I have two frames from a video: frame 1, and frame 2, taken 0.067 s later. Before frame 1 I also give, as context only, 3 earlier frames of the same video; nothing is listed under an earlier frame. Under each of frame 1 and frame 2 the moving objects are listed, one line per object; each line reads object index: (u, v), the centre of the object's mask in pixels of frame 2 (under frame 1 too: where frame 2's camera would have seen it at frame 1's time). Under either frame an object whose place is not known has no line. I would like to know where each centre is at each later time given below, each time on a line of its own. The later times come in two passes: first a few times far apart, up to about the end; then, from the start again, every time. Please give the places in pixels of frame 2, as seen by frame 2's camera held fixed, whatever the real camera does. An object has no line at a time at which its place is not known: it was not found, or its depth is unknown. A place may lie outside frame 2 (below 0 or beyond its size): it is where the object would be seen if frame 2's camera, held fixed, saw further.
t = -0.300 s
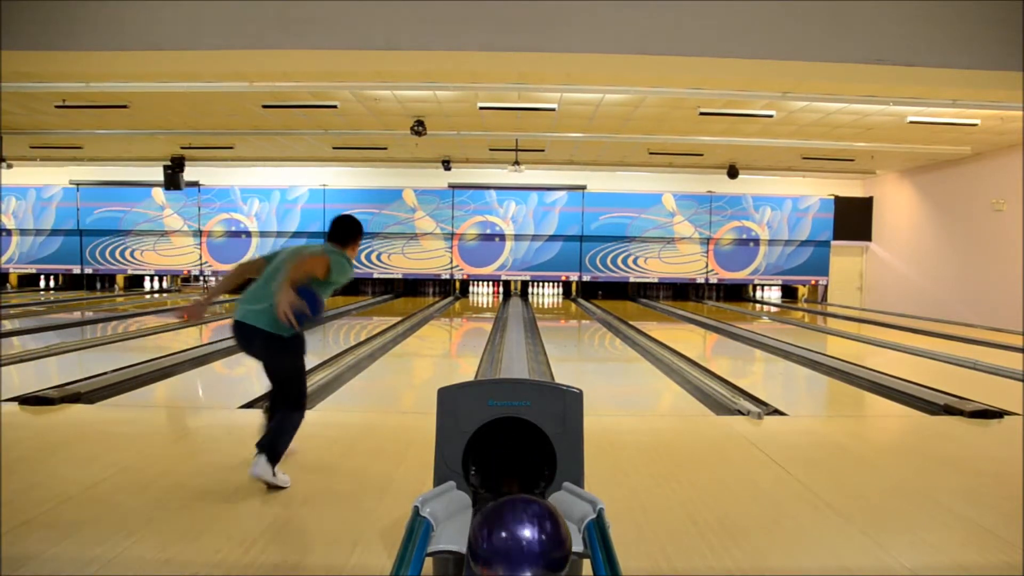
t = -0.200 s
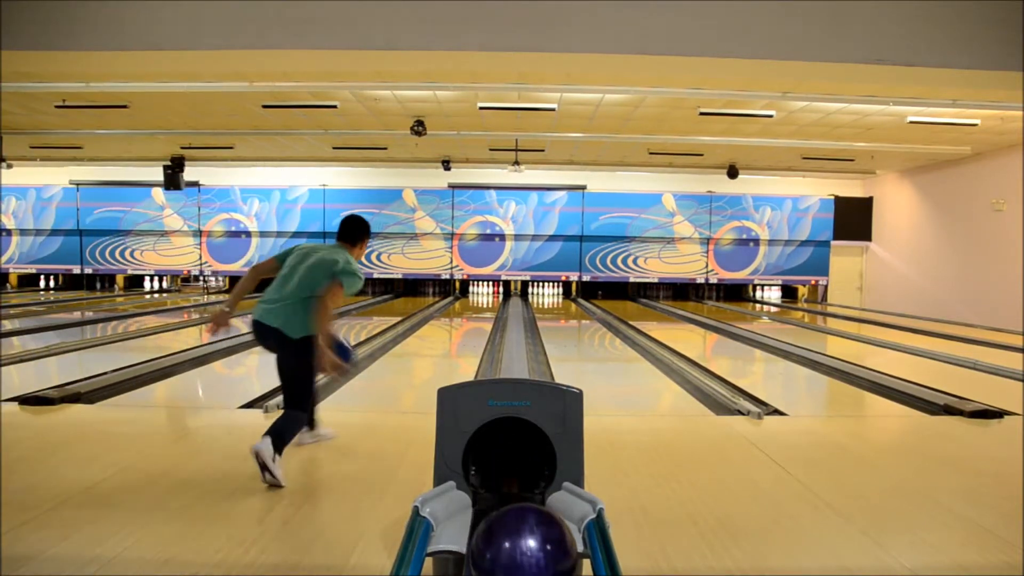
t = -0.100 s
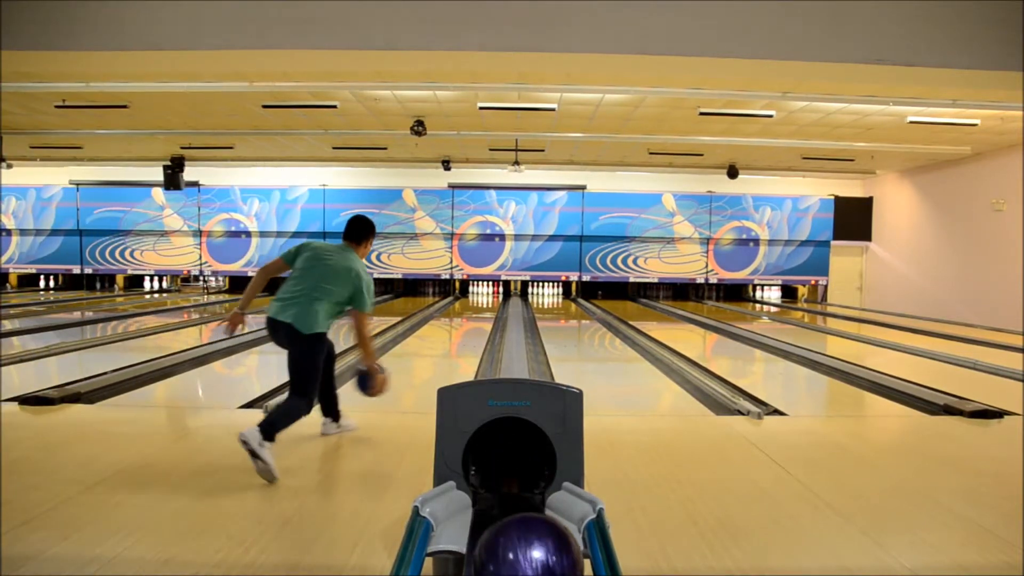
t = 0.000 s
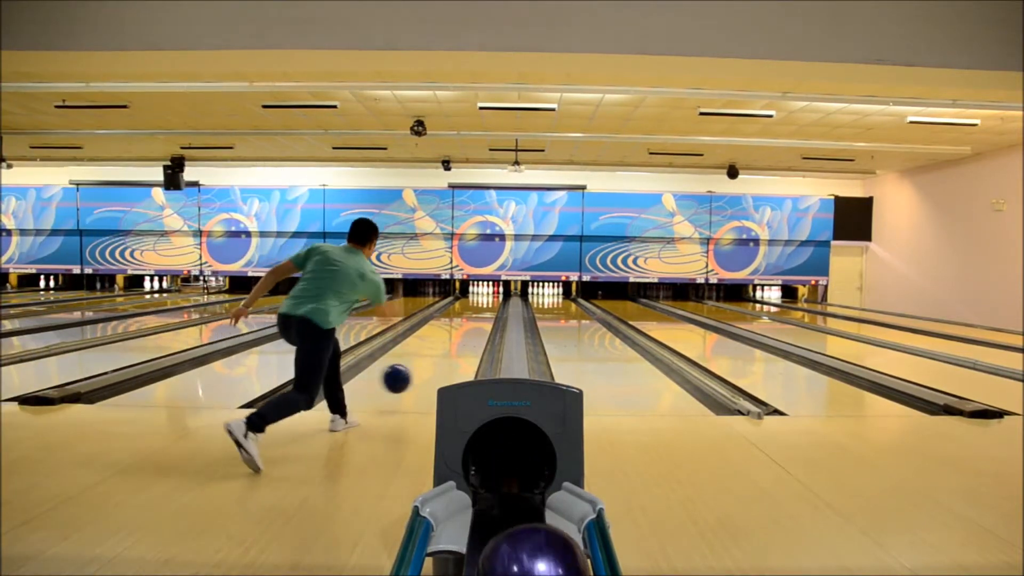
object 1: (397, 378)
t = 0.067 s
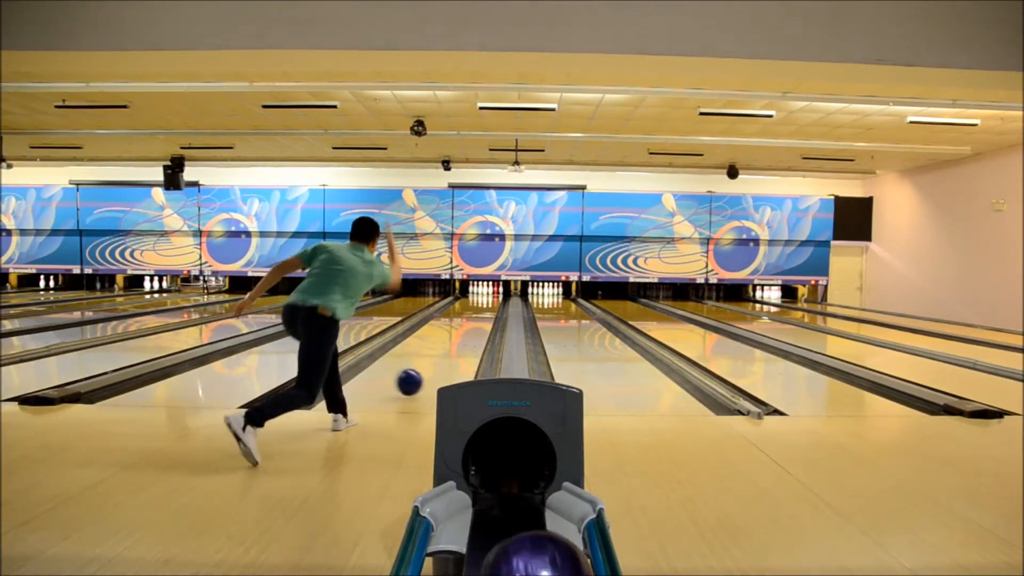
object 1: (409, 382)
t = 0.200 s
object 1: (429, 366)
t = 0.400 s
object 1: (449, 347)
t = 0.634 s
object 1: (464, 332)
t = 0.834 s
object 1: (472, 323)
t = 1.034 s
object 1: (478, 316)
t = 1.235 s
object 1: (483, 310)
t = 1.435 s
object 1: (485, 306)
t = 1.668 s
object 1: (487, 301)
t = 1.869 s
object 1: (488, 298)
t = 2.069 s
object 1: (487, 296)
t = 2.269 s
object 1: (486, 293)
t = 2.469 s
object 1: (485, 292)
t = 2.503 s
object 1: (485, 292)
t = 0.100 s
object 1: (415, 379)
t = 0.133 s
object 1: (420, 375)
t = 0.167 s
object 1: (425, 370)
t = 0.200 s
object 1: (429, 366)
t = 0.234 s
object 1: (433, 362)
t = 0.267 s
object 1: (437, 359)
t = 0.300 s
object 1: (440, 356)
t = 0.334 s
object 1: (443, 352)
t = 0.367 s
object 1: (446, 350)
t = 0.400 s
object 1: (449, 347)
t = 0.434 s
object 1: (452, 344)
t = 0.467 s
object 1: (454, 342)
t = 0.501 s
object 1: (456, 340)
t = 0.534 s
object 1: (458, 338)
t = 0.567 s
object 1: (460, 336)
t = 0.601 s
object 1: (462, 334)
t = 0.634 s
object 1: (464, 332)
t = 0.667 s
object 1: (465, 331)
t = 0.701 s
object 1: (467, 329)
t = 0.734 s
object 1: (469, 327)
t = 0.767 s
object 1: (470, 326)
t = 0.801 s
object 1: (471, 324)
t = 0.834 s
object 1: (472, 323)
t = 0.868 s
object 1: (473, 321)
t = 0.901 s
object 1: (475, 320)
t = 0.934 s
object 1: (476, 319)
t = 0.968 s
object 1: (476, 318)
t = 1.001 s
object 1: (478, 317)
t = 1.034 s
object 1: (478, 316)
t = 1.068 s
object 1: (479, 315)
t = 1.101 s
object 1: (480, 314)
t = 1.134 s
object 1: (480, 313)
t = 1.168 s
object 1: (481, 312)
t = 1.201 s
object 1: (482, 311)
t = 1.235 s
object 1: (483, 310)
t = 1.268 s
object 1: (483, 309)
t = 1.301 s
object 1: (483, 309)
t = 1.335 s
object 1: (484, 308)
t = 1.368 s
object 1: (485, 307)
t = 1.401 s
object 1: (485, 307)
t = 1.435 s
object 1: (485, 306)
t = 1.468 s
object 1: (486, 305)
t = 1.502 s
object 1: (486, 305)
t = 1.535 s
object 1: (486, 304)
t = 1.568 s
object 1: (486, 303)
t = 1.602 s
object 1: (487, 303)
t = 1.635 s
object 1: (487, 302)
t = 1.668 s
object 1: (487, 301)
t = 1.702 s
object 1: (487, 301)
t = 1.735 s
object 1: (487, 300)
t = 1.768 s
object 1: (487, 300)
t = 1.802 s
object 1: (488, 299)
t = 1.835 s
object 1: (487, 299)
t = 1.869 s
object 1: (488, 298)
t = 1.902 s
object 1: (488, 298)
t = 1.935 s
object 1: (488, 298)
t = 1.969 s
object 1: (488, 297)
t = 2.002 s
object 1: (487, 297)
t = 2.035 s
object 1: (487, 297)
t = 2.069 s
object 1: (487, 296)
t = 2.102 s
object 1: (487, 295)
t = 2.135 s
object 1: (487, 295)
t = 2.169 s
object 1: (487, 294)
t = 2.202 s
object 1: (487, 294)
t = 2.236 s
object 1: (486, 294)
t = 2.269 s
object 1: (486, 293)
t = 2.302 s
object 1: (486, 293)
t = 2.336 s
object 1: (486, 293)
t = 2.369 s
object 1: (486, 293)
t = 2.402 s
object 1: (486, 293)
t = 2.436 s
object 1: (485, 292)
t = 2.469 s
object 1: (485, 292)
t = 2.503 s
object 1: (485, 292)
